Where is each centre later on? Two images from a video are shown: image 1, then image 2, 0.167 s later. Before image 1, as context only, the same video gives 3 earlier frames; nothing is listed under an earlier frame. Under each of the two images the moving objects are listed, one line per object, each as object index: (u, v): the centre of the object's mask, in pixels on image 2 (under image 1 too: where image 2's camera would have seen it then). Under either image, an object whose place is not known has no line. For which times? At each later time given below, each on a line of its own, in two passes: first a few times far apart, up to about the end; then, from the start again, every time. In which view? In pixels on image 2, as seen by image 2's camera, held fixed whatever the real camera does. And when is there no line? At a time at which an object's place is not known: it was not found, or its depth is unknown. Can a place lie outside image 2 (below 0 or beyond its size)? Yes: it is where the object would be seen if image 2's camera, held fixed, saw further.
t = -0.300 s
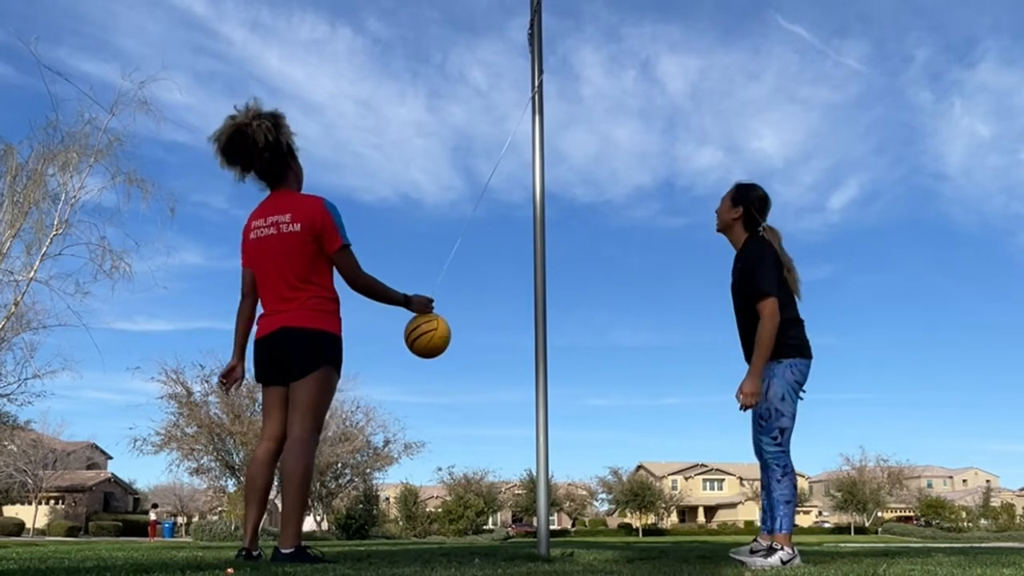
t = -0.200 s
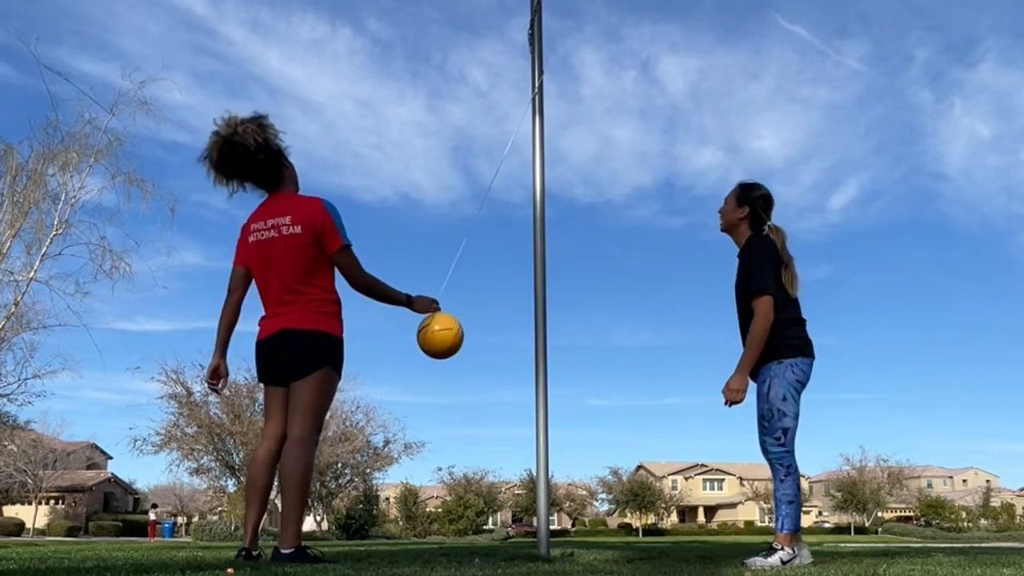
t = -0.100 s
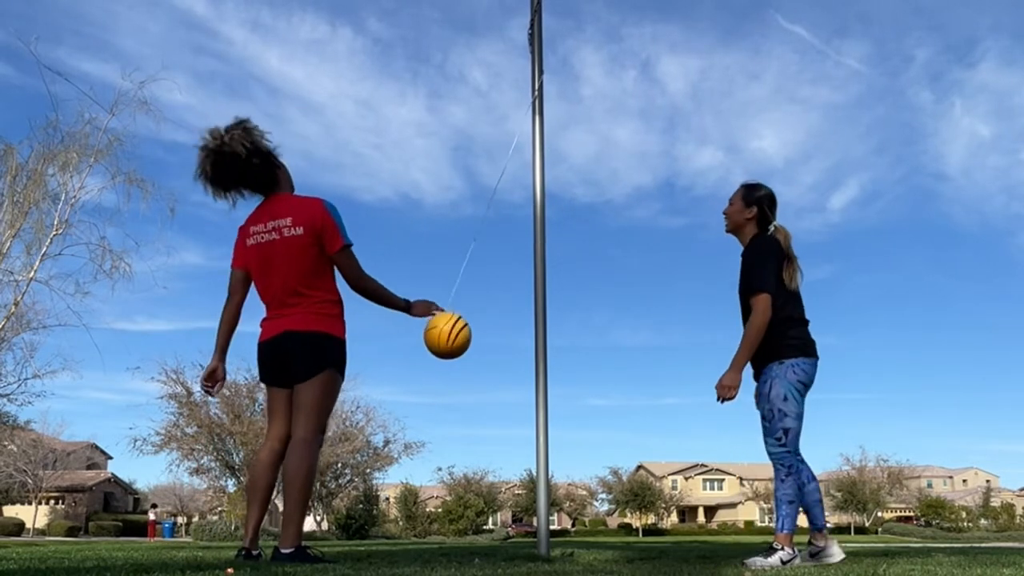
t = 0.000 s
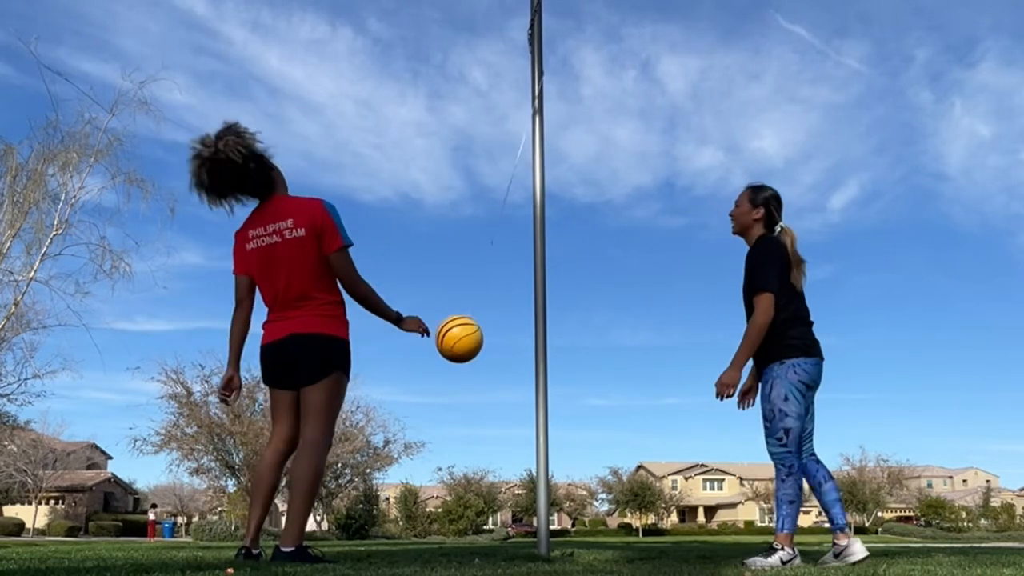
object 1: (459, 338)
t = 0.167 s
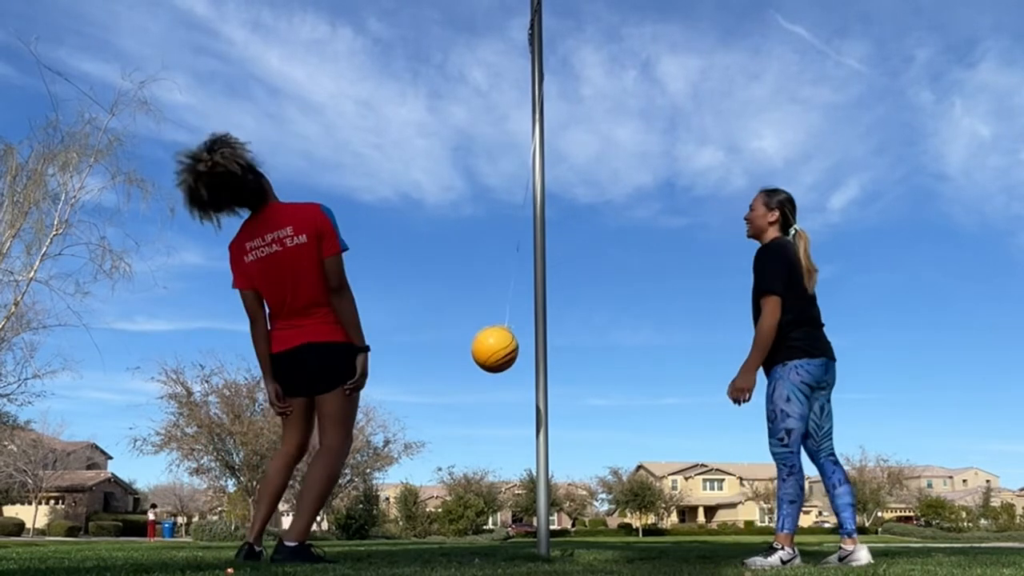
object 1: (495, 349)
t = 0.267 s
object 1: (521, 360)
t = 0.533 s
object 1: (589, 381)
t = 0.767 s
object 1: (623, 381)
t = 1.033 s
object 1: (623, 380)
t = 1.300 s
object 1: (595, 385)
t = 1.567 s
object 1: (548, 392)
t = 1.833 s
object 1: (486, 391)
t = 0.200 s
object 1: (503, 353)
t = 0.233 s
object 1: (512, 357)
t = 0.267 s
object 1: (521, 360)
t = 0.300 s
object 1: (530, 363)
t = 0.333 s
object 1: (539, 364)
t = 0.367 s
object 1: (548, 366)
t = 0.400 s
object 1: (557, 368)
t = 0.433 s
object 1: (565, 371)
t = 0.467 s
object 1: (573, 375)
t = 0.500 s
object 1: (581, 378)
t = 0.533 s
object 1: (589, 381)
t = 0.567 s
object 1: (595, 382)
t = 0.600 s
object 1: (601, 382)
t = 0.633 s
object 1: (607, 381)
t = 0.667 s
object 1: (612, 381)
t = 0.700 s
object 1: (616, 380)
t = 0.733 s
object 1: (620, 381)
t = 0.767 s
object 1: (623, 381)
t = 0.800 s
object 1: (625, 382)
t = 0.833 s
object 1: (626, 383)
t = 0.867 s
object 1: (627, 382)
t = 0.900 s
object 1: (627, 381)
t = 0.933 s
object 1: (626, 380)
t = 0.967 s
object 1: (625, 380)
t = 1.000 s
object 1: (624, 380)
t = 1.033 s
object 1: (623, 380)
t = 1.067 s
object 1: (621, 381)
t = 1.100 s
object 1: (619, 382)
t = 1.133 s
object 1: (616, 382)
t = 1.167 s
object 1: (613, 382)
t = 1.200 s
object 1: (609, 382)
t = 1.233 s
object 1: (605, 382)
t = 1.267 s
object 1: (600, 383)
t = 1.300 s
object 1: (595, 385)
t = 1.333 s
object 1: (590, 386)
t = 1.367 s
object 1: (584, 388)
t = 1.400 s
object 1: (579, 389)
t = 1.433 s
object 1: (573, 390)
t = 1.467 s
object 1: (566, 390)
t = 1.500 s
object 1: (562, 391)
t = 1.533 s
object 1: (558, 391)
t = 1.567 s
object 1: (548, 392)
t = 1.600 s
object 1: (529, 394)
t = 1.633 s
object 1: (525, 395)
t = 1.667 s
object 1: (522, 396)
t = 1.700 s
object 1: (516, 396)
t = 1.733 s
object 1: (508, 396)
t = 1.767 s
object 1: (501, 394)
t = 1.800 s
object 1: (493, 393)
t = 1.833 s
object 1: (486, 391)
